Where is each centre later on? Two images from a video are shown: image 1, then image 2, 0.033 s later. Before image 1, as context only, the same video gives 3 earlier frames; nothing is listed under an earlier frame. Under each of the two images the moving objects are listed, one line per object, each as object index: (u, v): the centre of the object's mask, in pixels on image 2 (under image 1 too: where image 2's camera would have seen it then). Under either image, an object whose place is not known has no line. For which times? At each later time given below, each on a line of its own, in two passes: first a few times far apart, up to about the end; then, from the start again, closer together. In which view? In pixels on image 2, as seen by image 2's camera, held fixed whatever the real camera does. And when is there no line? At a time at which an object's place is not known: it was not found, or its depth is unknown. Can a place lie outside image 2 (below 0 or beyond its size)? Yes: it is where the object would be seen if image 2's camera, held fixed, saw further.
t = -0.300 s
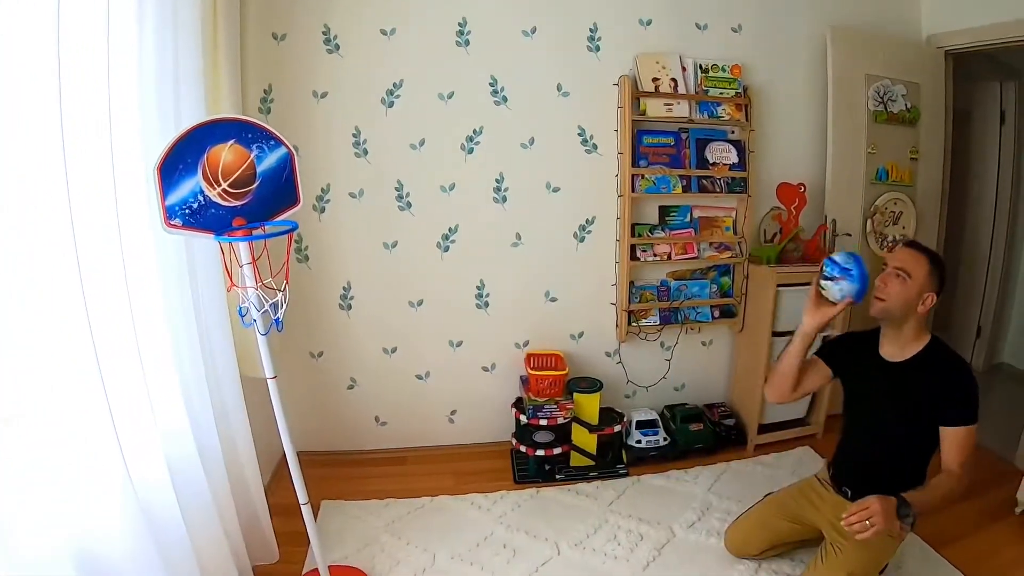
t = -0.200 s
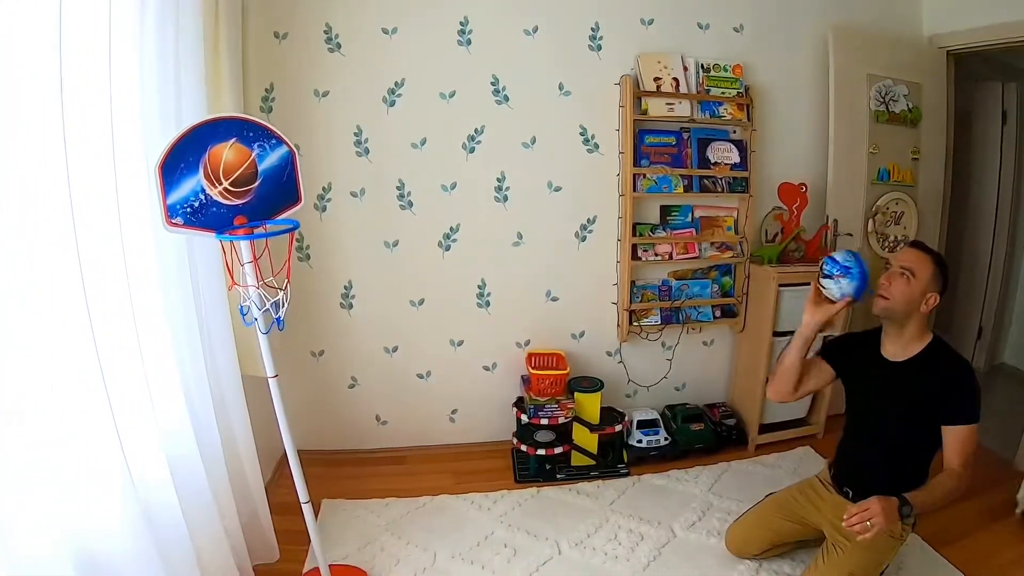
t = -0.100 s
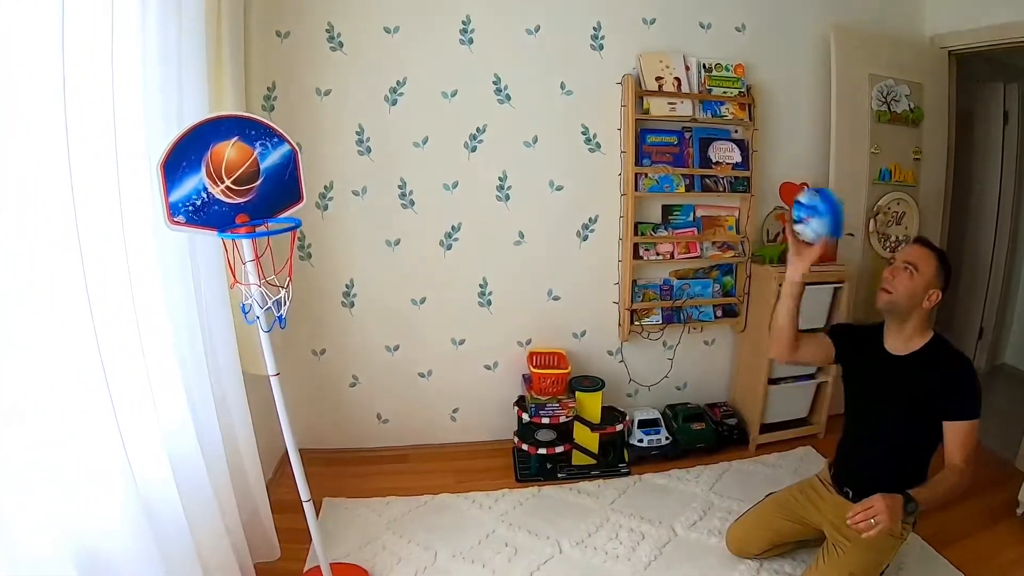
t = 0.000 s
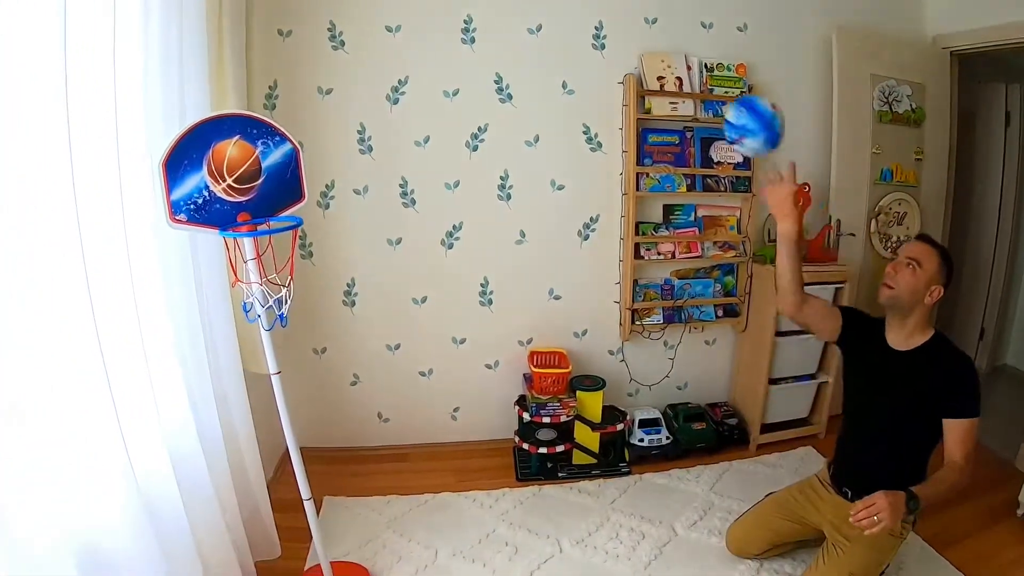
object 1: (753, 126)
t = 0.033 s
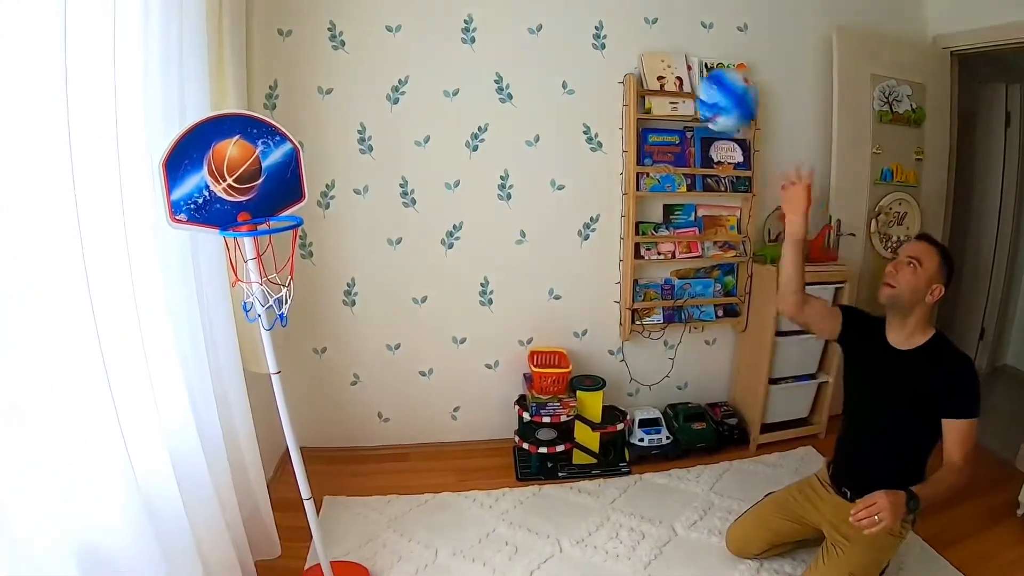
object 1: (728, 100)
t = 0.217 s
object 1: (551, 34)
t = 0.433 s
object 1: (320, 153)
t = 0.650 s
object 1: (236, 231)
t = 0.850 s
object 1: (228, 319)
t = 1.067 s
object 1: (252, 501)
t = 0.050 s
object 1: (713, 88)
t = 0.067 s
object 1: (698, 78)
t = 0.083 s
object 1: (683, 69)
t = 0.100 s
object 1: (668, 61)
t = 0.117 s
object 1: (652, 53)
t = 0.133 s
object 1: (635, 47)
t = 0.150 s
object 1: (619, 42)
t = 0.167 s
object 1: (602, 38)
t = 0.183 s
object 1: (585, 36)
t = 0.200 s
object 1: (569, 34)
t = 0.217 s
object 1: (551, 34)
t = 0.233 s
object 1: (534, 35)
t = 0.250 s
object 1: (515, 37)
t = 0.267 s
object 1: (498, 41)
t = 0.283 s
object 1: (480, 46)
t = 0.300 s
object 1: (462, 53)
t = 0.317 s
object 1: (444, 60)
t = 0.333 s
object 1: (426, 70)
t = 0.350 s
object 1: (408, 80)
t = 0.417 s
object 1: (337, 136)
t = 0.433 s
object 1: (320, 153)
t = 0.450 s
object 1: (303, 171)
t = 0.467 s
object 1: (287, 189)
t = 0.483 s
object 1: (272, 212)
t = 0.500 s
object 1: (259, 227)
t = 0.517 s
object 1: (252, 237)
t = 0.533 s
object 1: (247, 236)
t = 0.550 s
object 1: (245, 235)
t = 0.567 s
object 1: (243, 236)
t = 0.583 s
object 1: (244, 236)
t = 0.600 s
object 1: (241, 238)
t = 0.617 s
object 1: (242, 241)
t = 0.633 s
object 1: (241, 231)
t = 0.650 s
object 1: (236, 231)
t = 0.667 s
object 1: (239, 251)
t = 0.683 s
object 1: (238, 259)
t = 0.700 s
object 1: (236, 261)
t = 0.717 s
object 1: (233, 266)
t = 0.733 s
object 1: (231, 272)
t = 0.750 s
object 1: (231, 281)
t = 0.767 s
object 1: (229, 288)
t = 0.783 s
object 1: (229, 295)
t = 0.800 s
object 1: (227, 301)
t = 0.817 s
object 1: (227, 307)
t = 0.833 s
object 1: (227, 315)
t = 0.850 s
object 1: (228, 319)
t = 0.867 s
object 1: (227, 330)
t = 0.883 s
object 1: (227, 337)
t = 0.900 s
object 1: (229, 351)
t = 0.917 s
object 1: (230, 364)
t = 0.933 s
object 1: (232, 377)
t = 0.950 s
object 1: (233, 390)
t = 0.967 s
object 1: (235, 404)
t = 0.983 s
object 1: (237, 420)
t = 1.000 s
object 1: (239, 435)
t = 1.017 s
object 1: (244, 451)
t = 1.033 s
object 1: (245, 467)
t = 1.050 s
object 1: (248, 484)
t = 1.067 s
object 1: (252, 501)
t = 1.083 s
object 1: (256, 518)
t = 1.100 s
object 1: (260, 535)
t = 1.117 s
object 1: (264, 548)
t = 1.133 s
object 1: (269, 557)
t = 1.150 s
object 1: (275, 565)
